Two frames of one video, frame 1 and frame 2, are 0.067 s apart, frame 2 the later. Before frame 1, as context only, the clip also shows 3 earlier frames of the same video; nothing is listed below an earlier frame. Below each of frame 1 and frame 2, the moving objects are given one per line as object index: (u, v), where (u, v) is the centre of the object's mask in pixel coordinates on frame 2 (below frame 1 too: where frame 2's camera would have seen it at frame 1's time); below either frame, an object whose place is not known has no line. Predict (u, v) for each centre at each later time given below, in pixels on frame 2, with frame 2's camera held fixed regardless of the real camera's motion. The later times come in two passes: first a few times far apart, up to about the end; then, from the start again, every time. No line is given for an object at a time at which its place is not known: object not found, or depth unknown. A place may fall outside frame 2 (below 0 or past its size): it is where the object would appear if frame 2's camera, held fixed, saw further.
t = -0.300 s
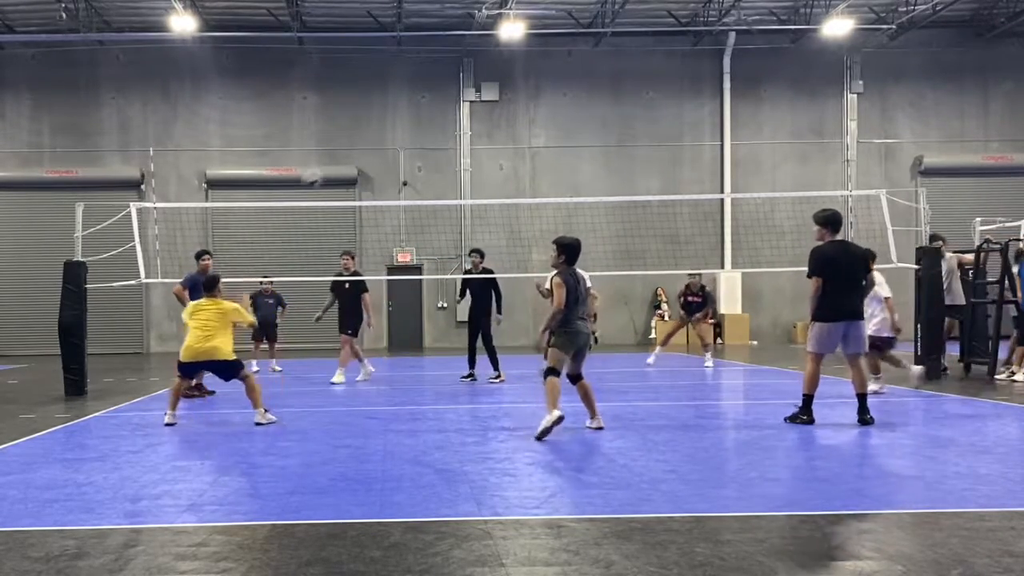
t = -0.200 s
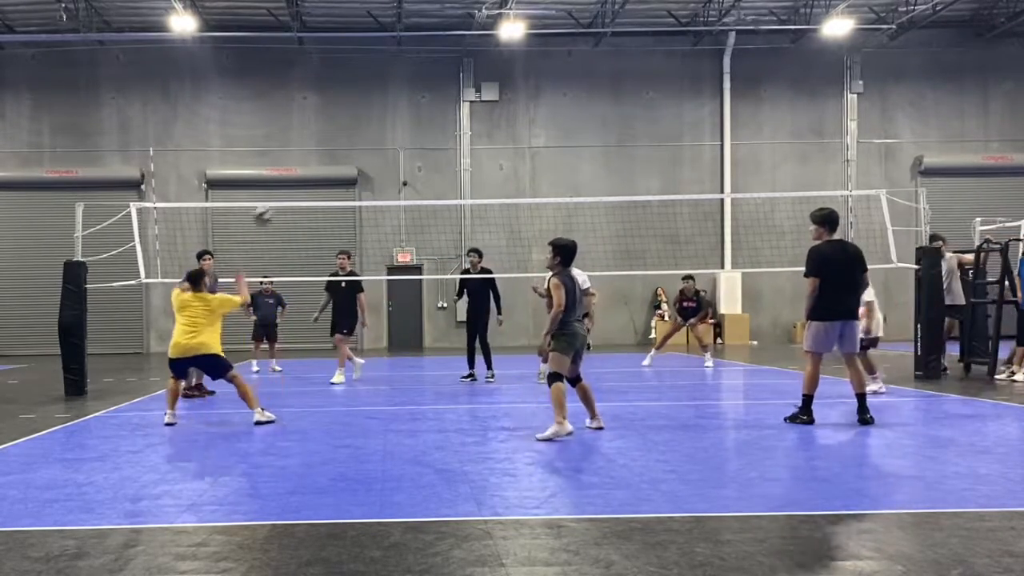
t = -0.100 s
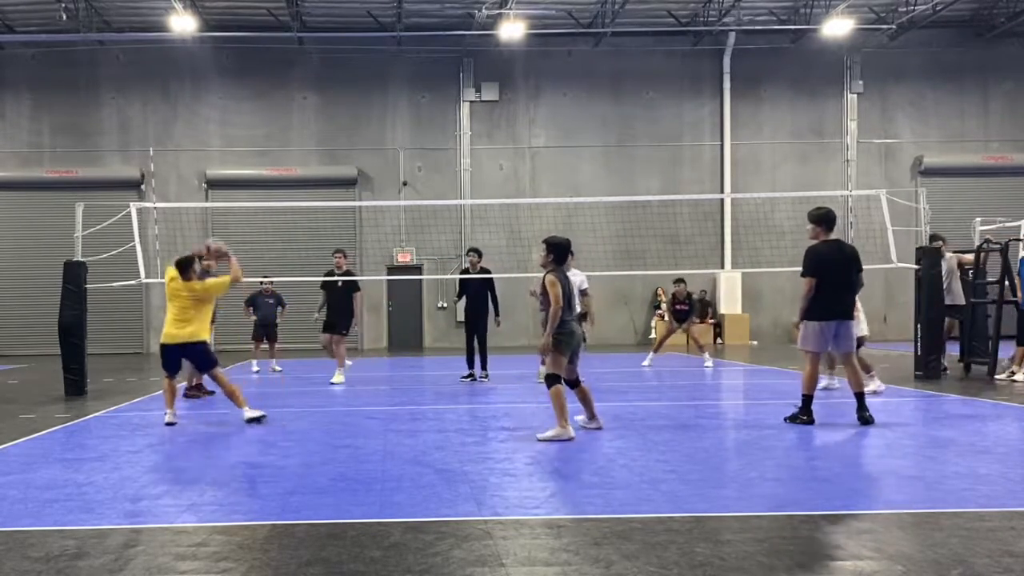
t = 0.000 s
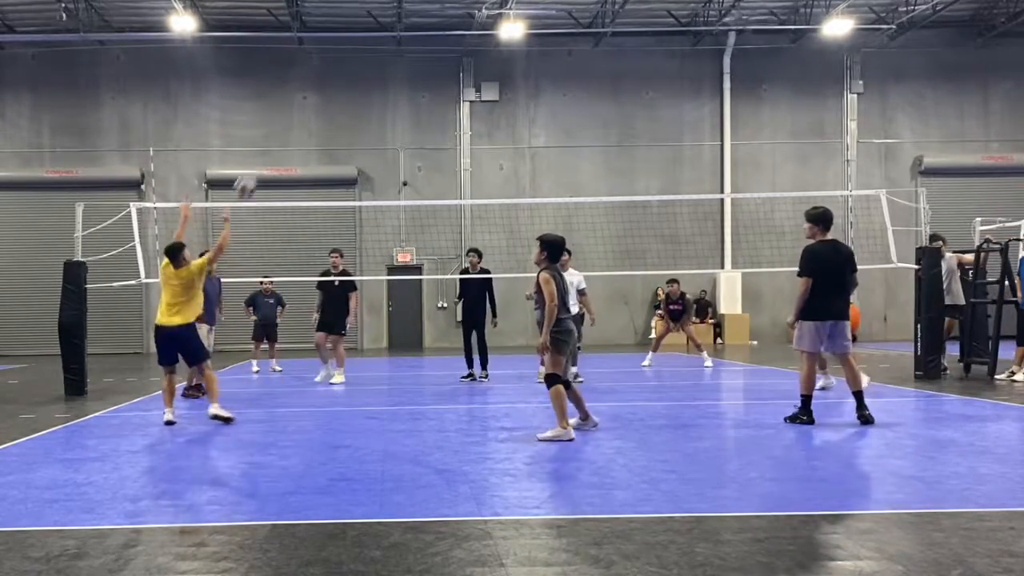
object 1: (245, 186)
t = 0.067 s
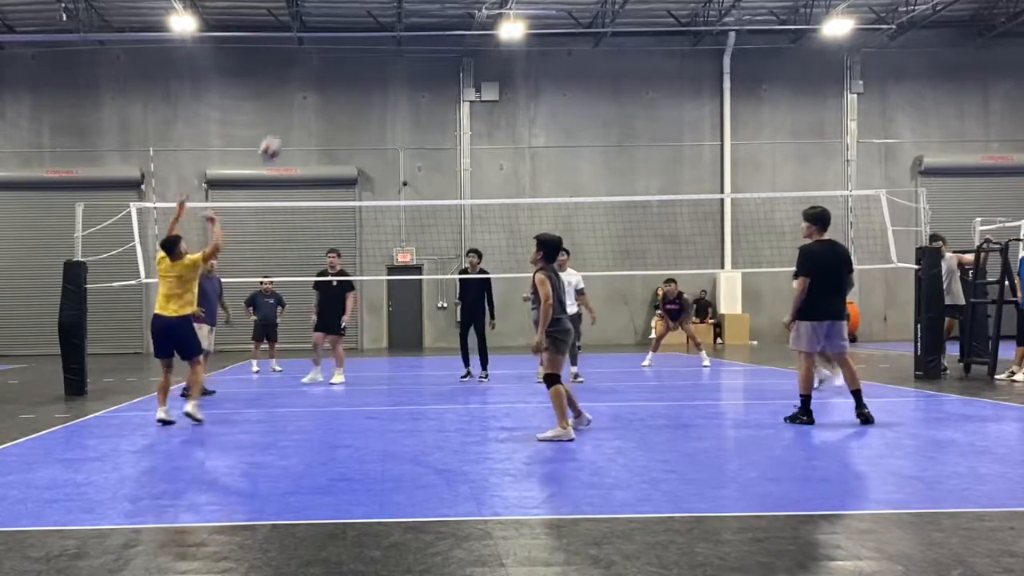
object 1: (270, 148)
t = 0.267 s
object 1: (337, 69)
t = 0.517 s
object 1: (411, 38)
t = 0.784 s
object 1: (481, 65)
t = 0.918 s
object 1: (512, 99)
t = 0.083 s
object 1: (275, 140)
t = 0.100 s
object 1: (281, 132)
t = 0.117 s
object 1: (287, 124)
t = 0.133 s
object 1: (292, 117)
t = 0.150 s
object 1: (298, 110)
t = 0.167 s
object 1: (304, 103)
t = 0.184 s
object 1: (310, 97)
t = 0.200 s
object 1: (315, 91)
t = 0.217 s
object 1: (320, 86)
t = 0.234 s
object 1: (326, 81)
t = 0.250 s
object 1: (332, 75)
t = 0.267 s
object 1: (337, 69)
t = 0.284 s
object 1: (343, 66)
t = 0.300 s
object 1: (348, 62)
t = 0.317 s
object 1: (353, 59)
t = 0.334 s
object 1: (358, 57)
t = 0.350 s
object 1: (363, 53)
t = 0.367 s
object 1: (368, 49)
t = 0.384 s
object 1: (373, 47)
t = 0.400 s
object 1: (379, 44)
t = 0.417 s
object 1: (384, 42)
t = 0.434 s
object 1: (388, 42)
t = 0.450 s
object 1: (393, 42)
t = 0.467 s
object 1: (398, 40)
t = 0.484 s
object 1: (402, 39)
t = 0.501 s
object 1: (407, 38)
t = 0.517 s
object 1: (411, 38)
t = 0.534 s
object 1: (416, 38)
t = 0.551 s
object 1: (421, 38)
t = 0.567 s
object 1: (425, 39)
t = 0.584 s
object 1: (430, 39)
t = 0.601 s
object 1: (434, 40)
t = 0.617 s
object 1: (439, 41)
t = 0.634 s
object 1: (443, 43)
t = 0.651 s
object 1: (447, 44)
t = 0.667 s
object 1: (452, 46)
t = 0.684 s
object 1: (456, 48)
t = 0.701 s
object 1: (460, 51)
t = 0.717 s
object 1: (464, 53)
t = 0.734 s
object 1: (468, 56)
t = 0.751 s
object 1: (472, 59)
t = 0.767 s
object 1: (477, 61)
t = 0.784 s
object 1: (481, 65)
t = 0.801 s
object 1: (485, 68)
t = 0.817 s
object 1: (489, 72)
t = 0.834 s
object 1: (493, 77)
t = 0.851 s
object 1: (497, 81)
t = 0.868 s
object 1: (501, 85)
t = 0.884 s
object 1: (504, 90)
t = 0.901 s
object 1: (508, 94)
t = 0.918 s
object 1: (512, 99)
